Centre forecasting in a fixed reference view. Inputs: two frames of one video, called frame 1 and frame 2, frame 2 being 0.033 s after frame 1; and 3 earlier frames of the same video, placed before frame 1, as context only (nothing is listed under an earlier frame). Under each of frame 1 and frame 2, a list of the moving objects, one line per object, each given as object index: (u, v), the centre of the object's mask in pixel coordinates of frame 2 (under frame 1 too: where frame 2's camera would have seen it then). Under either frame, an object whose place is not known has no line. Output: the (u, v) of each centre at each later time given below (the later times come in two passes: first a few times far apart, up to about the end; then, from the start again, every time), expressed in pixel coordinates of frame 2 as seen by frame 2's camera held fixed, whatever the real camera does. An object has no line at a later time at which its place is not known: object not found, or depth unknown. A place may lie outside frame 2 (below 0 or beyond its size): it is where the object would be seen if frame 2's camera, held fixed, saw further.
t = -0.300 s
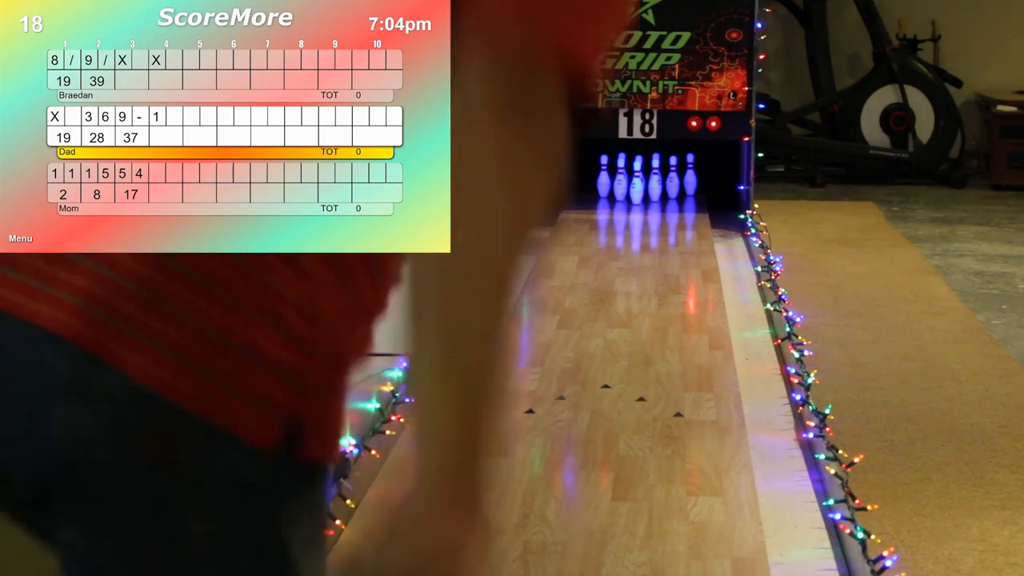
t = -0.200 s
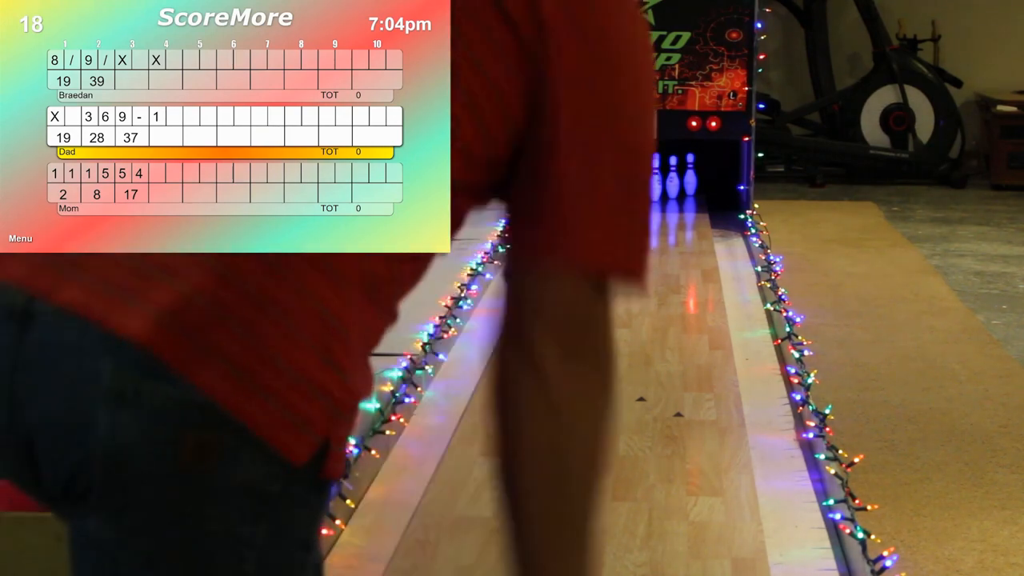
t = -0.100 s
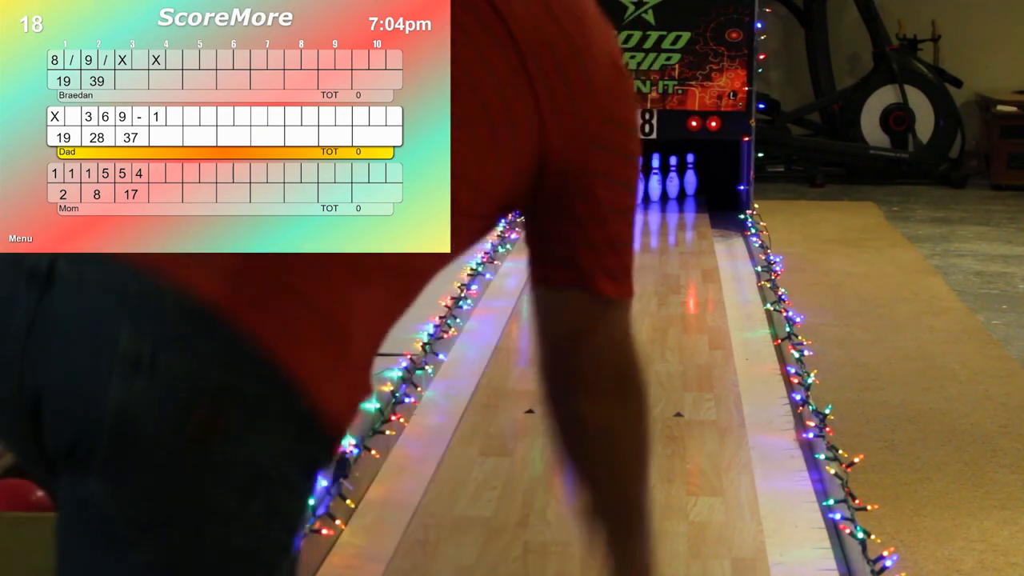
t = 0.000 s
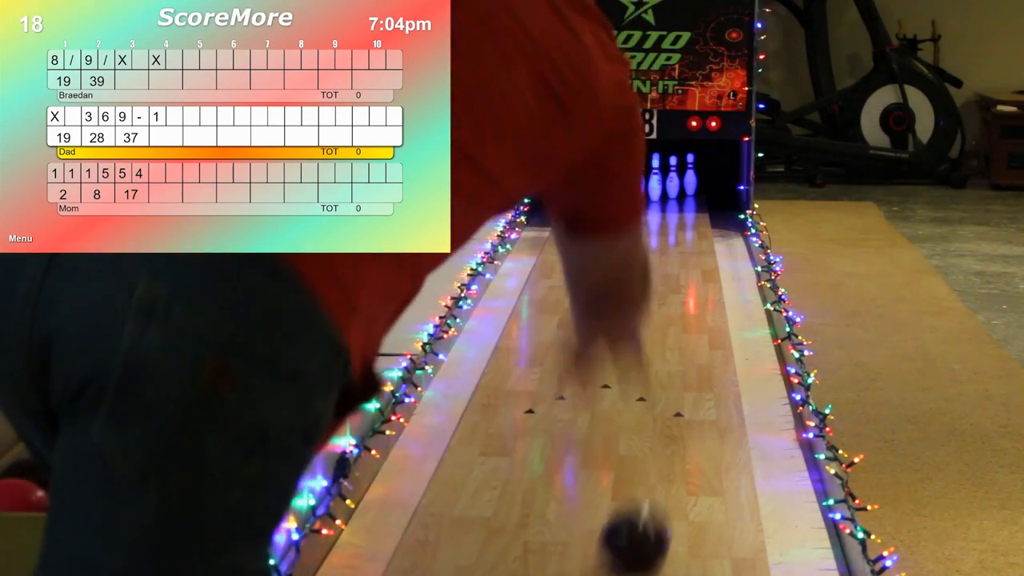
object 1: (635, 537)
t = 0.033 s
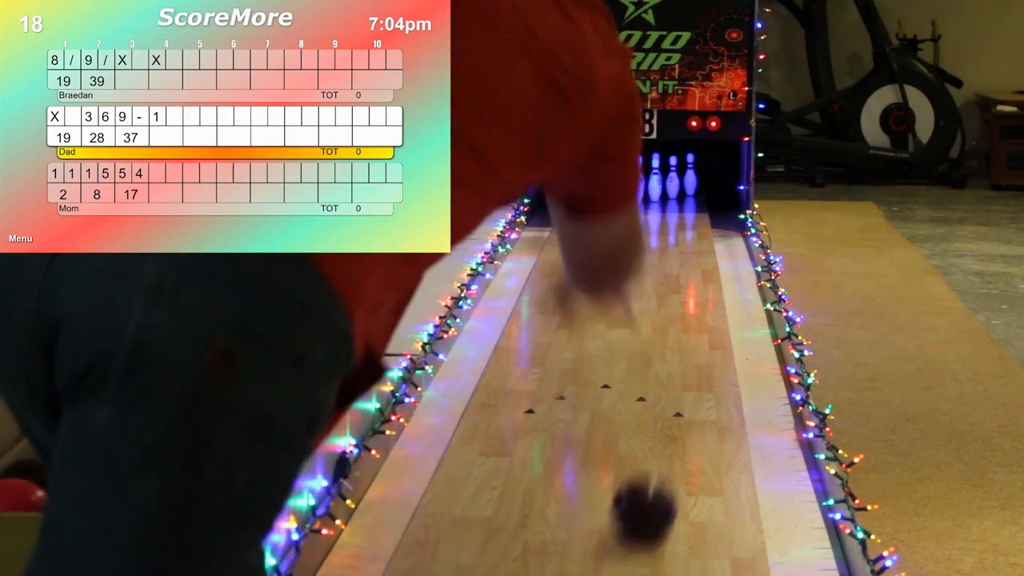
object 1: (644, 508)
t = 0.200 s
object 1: (675, 396)
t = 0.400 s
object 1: (690, 313)
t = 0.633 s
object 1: (694, 254)
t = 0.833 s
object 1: (690, 221)
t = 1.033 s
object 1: (681, 197)
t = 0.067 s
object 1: (652, 480)
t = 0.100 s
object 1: (659, 456)
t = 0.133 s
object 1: (665, 433)
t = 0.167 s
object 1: (671, 413)
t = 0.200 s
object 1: (675, 396)
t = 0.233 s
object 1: (678, 379)
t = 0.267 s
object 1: (682, 363)
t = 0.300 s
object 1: (685, 350)
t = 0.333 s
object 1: (687, 337)
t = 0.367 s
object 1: (689, 324)
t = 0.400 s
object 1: (690, 313)
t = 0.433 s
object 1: (692, 303)
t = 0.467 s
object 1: (692, 294)
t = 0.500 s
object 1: (693, 285)
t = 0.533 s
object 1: (694, 276)
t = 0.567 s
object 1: (694, 268)
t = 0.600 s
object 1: (694, 261)
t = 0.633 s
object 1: (694, 254)
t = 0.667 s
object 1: (694, 247)
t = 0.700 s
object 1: (693, 241)
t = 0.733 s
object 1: (693, 236)
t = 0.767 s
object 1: (692, 231)
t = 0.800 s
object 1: (691, 226)
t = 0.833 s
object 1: (690, 221)
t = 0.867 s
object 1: (689, 217)
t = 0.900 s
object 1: (688, 213)
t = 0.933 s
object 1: (687, 209)
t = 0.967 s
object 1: (686, 205)
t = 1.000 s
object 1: (684, 201)
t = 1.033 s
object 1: (681, 197)
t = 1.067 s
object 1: (681, 194)
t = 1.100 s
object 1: (680, 191)
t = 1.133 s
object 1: (678, 189)
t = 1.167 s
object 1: (679, 186)
